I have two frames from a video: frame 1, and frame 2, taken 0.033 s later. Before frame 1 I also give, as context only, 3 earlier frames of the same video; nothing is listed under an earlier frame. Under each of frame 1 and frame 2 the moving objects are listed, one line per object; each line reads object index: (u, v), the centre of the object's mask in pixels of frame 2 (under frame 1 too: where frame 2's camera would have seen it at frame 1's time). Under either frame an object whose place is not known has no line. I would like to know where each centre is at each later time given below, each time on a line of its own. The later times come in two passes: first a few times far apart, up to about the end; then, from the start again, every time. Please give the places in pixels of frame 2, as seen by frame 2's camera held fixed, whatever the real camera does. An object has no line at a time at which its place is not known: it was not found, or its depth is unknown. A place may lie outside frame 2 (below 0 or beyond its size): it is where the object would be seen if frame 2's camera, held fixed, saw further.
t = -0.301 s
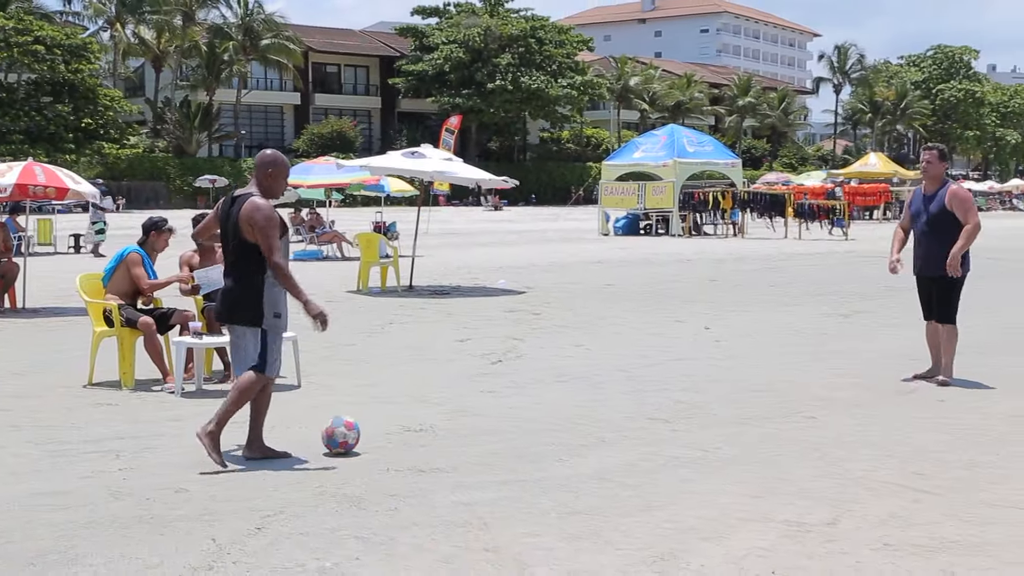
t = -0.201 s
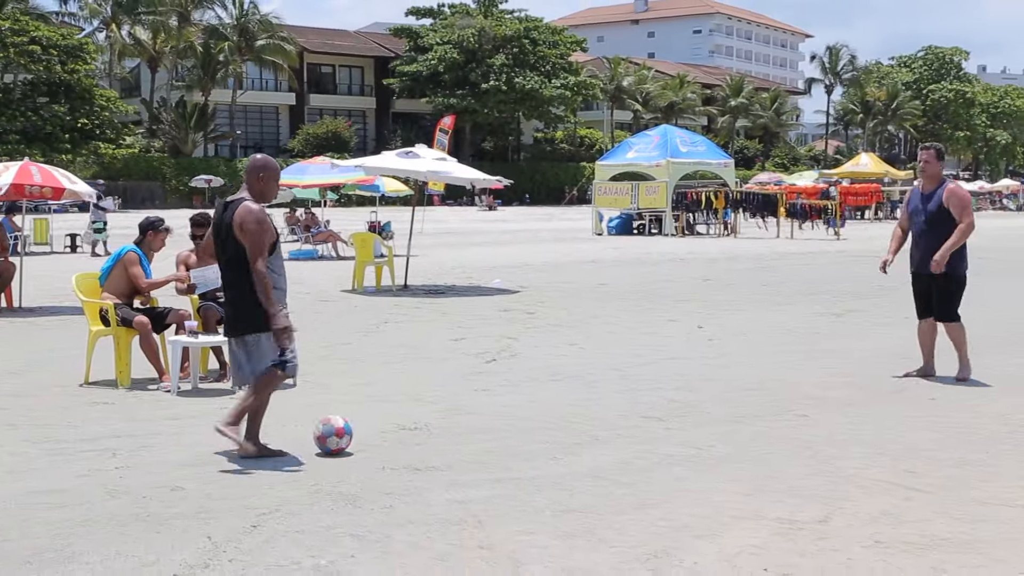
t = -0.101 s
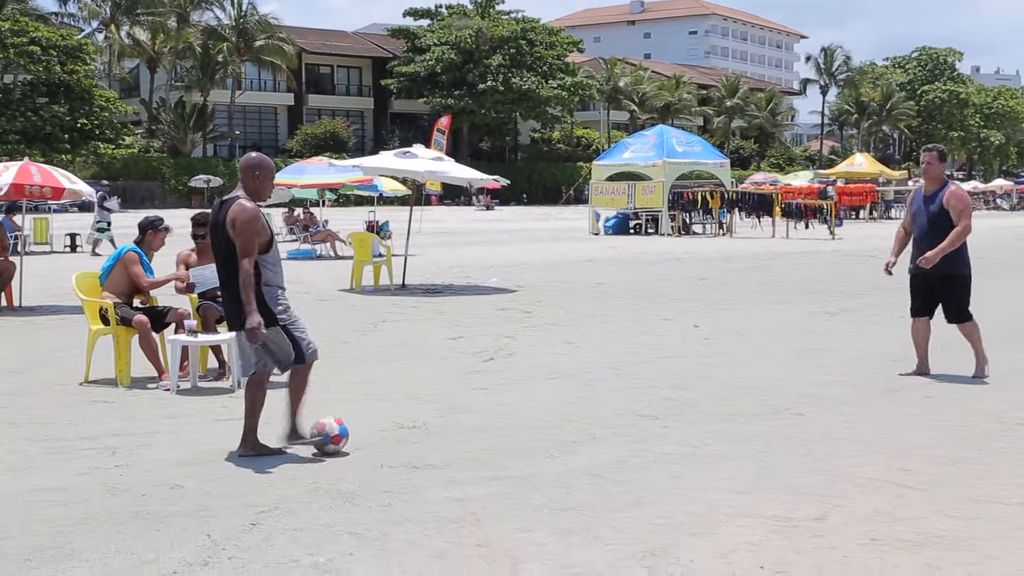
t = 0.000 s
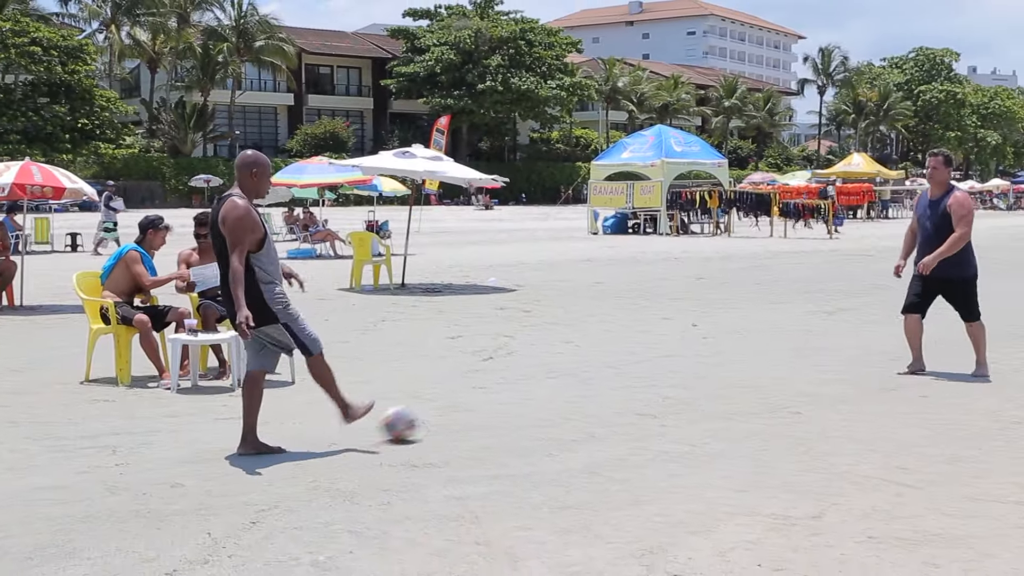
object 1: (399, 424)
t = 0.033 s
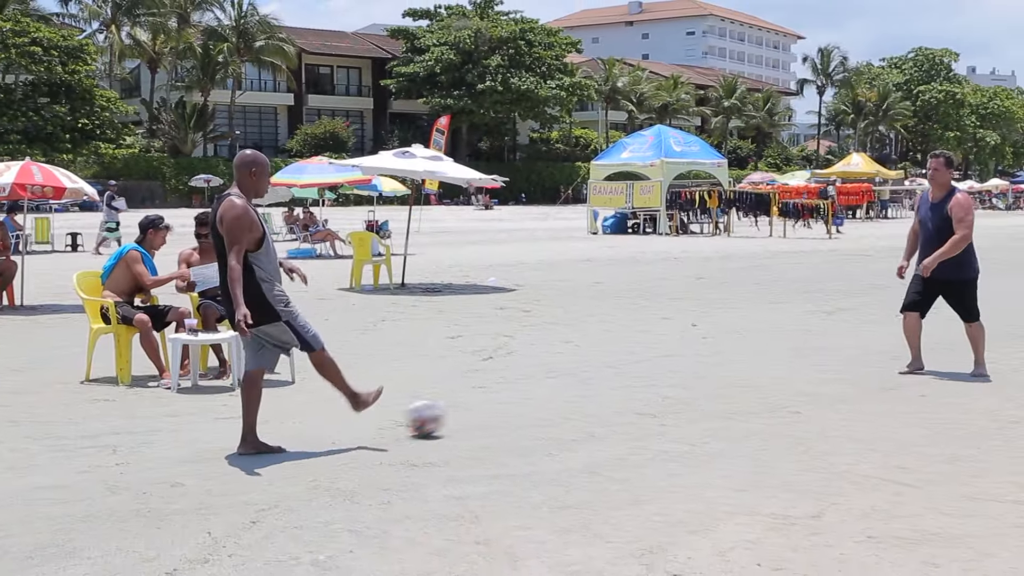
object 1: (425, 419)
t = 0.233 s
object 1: (543, 402)
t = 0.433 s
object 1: (629, 390)
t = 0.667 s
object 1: (715, 377)
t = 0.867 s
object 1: (781, 369)
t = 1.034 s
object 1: (831, 362)
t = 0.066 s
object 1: (448, 418)
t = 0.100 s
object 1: (469, 412)
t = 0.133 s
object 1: (490, 410)
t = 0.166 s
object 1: (509, 408)
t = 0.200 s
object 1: (527, 405)
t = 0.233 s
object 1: (543, 402)
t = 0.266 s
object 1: (557, 401)
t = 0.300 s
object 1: (572, 397)
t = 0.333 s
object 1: (586, 397)
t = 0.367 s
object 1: (601, 393)
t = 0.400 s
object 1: (614, 392)
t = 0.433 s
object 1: (629, 390)
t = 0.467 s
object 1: (642, 388)
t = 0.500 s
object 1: (654, 386)
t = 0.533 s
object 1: (668, 383)
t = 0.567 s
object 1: (680, 382)
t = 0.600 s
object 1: (692, 381)
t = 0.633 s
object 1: (704, 380)
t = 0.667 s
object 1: (715, 377)
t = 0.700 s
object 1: (727, 375)
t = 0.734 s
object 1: (738, 374)
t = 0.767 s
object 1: (750, 373)
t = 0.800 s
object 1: (760, 373)
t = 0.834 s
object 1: (770, 370)
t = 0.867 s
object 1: (781, 369)
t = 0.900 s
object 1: (791, 368)
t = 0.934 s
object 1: (801, 366)
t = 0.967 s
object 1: (811, 365)
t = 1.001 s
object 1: (820, 363)
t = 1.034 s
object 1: (831, 362)
